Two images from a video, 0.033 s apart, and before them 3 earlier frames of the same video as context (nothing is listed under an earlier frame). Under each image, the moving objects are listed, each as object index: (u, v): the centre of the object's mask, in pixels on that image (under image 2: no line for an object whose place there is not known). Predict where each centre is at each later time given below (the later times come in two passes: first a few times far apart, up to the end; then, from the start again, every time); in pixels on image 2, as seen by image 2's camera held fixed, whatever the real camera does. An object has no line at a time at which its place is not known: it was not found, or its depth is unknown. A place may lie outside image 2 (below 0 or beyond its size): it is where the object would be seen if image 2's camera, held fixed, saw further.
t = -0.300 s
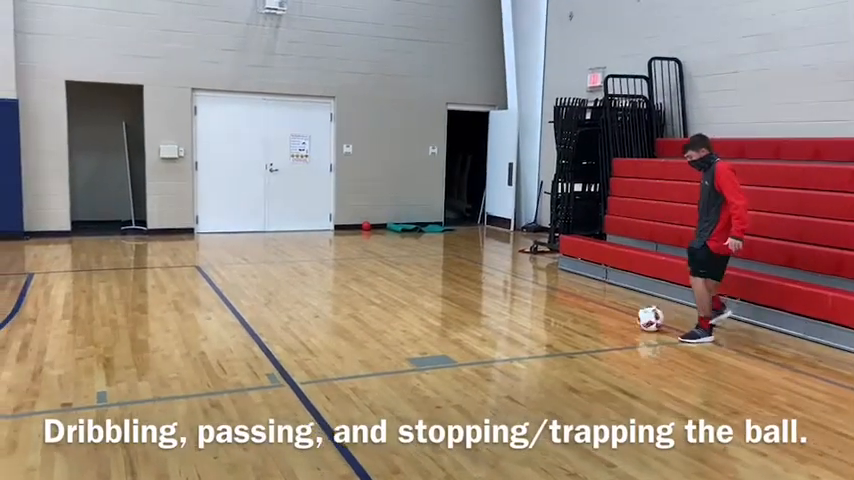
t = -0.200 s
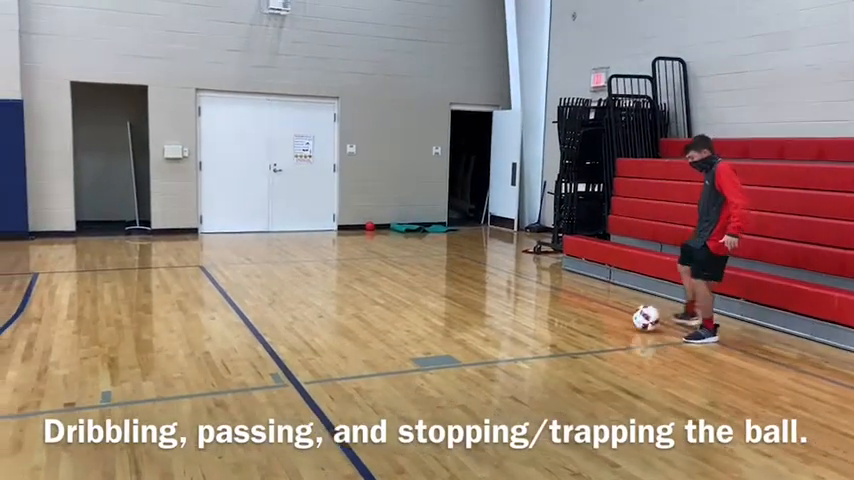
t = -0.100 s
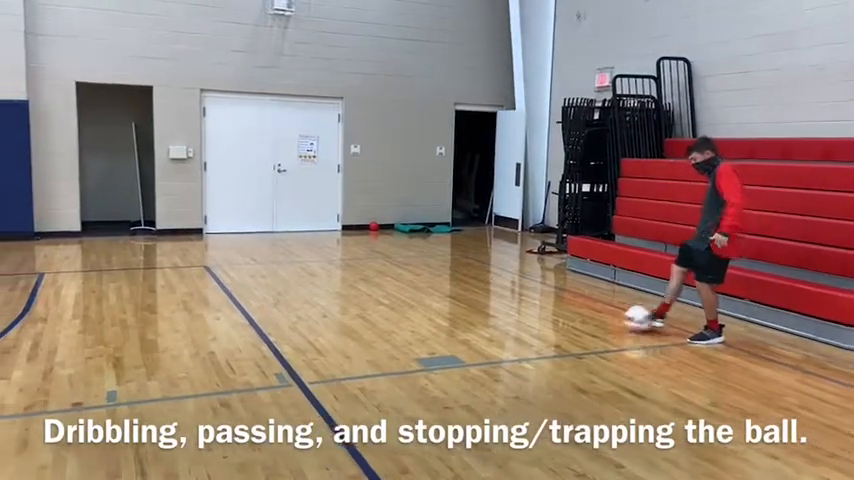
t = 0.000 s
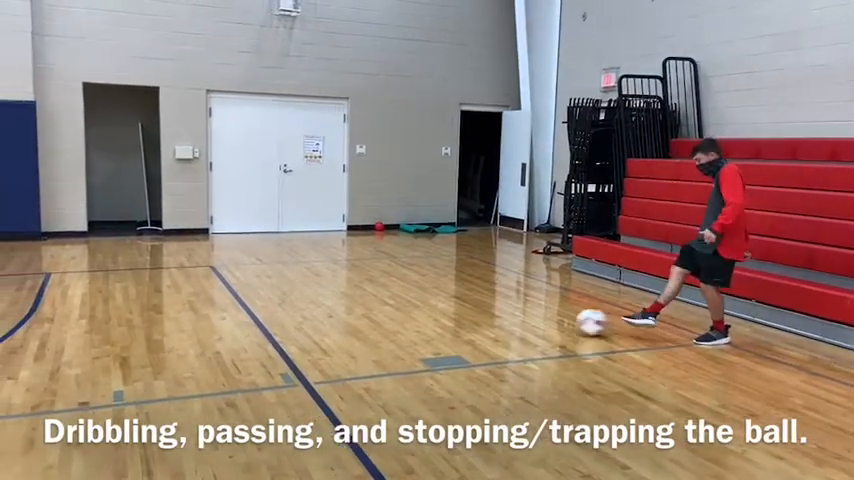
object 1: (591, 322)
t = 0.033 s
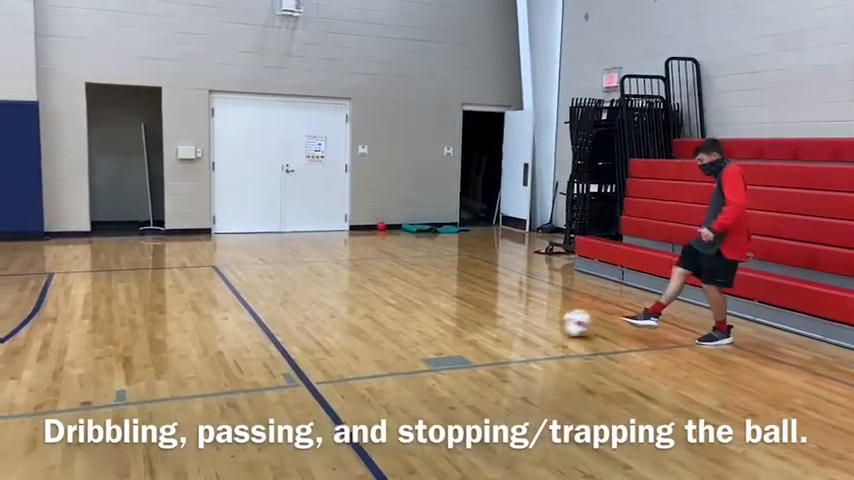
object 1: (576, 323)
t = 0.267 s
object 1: (469, 330)
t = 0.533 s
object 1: (363, 335)
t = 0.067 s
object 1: (560, 324)
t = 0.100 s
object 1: (545, 326)
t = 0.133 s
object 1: (528, 327)
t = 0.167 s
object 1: (513, 327)
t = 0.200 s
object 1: (498, 328)
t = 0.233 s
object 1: (483, 328)
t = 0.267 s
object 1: (469, 330)
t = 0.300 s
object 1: (454, 331)
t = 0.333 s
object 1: (441, 331)
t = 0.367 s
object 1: (427, 332)
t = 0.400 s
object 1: (414, 332)
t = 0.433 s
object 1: (400, 333)
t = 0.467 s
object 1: (387, 334)
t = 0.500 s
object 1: (375, 334)
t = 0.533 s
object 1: (363, 335)
